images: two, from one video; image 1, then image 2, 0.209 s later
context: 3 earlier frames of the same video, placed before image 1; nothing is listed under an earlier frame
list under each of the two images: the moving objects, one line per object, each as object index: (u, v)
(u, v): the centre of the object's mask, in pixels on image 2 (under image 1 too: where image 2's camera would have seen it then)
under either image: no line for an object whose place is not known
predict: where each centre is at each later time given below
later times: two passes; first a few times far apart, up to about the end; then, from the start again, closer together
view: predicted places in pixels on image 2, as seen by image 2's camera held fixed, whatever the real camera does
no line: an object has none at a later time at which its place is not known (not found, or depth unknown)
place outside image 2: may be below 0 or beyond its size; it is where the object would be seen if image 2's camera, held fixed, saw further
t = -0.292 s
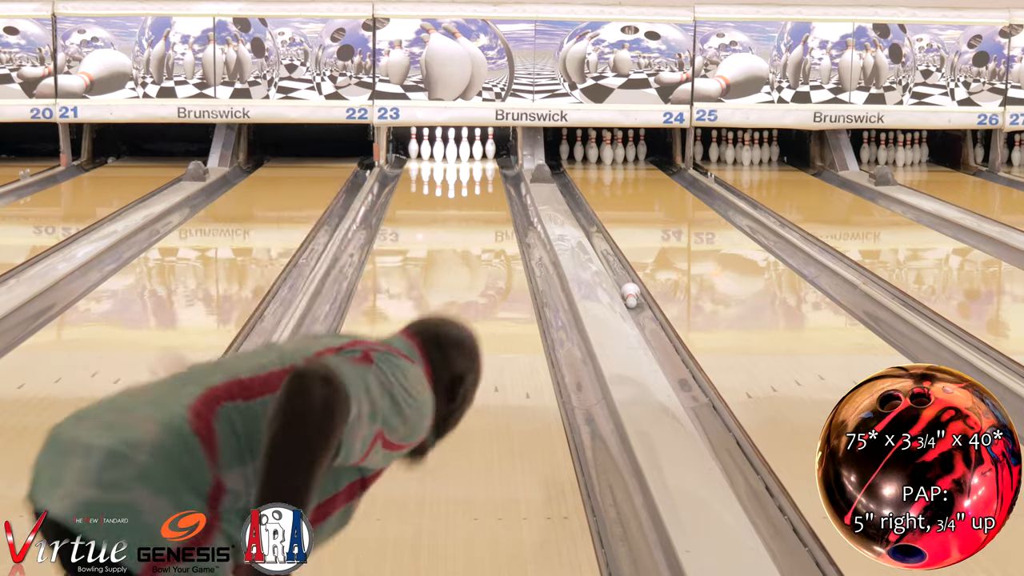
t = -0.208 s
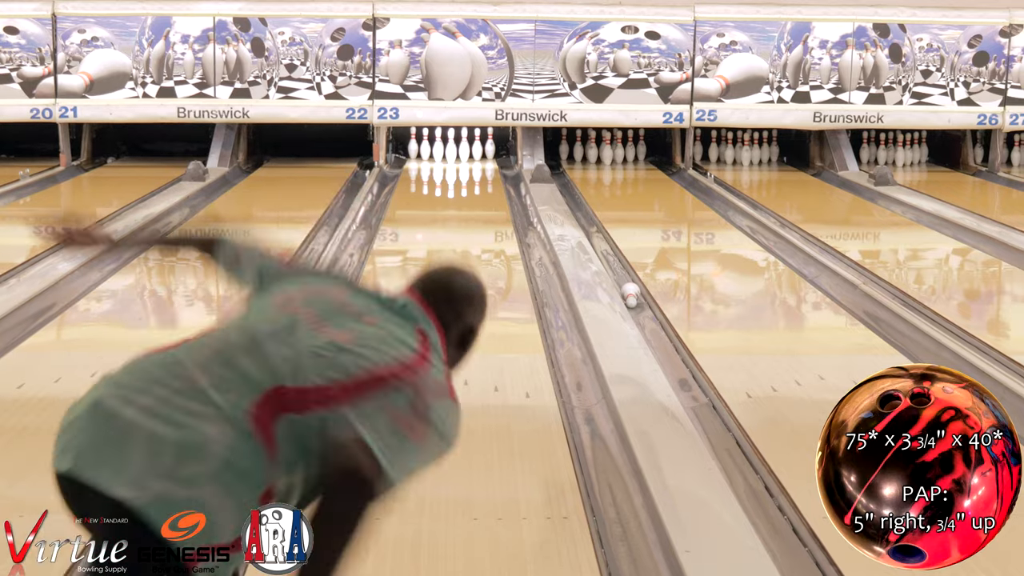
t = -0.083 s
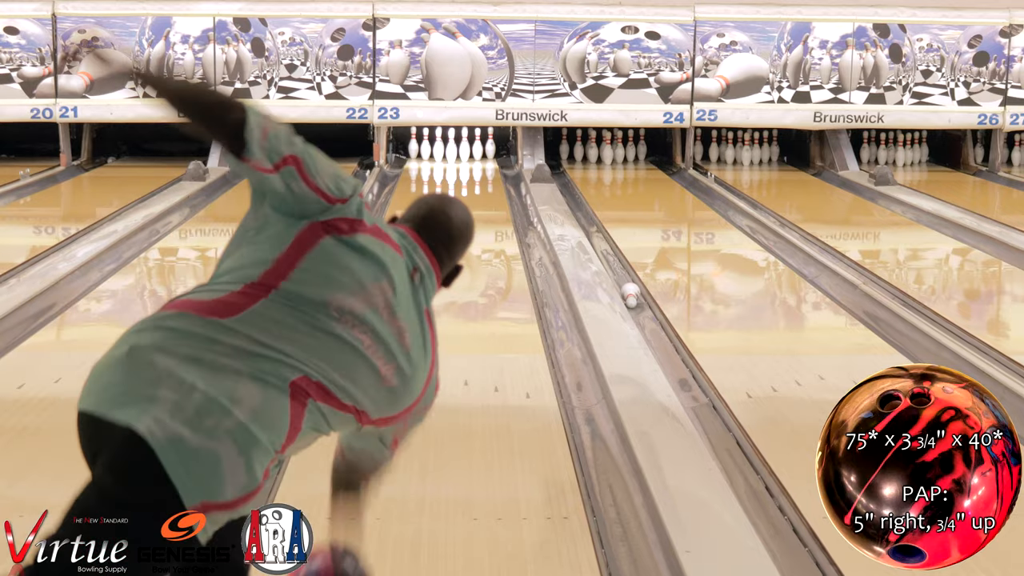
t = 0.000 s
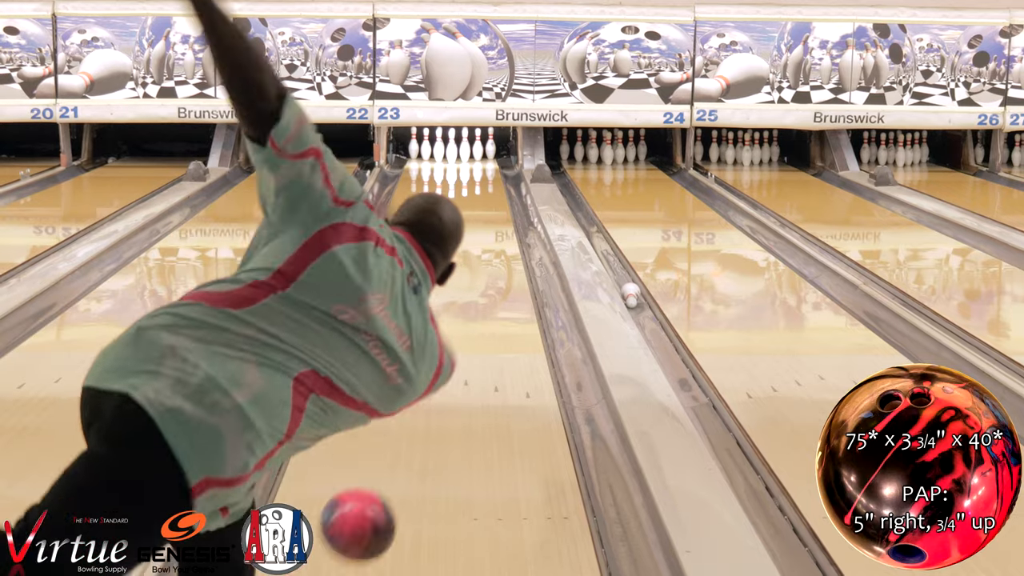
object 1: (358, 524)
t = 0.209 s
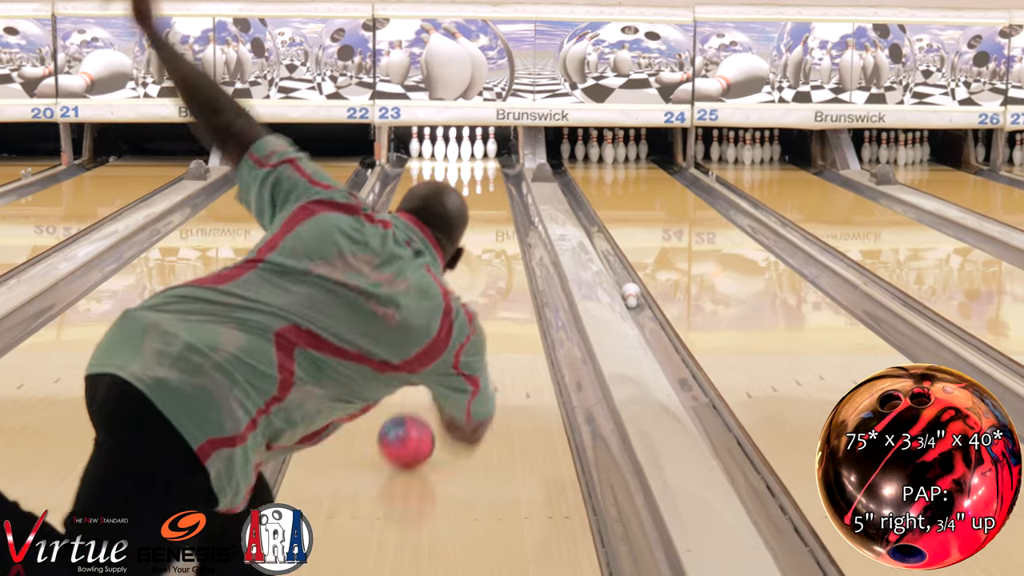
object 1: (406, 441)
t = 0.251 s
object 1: (408, 422)
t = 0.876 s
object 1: (468, 258)
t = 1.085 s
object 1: (475, 230)
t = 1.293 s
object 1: (480, 208)
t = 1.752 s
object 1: (478, 173)
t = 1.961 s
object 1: (468, 162)
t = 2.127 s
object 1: (460, 154)
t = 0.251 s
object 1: (408, 422)
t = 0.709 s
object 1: (465, 284)
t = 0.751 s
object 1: (464, 278)
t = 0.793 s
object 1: (464, 272)
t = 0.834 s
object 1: (466, 264)
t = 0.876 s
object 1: (468, 258)
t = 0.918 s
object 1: (469, 252)
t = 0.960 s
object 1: (471, 245)
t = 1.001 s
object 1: (472, 240)
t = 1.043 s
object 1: (474, 235)
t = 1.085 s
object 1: (475, 230)
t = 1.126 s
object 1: (477, 225)
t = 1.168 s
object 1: (478, 220)
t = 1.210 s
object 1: (479, 216)
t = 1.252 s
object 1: (480, 212)
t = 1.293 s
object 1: (480, 208)
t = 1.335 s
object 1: (481, 204)
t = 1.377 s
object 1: (482, 200)
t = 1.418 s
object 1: (483, 197)
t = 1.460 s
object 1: (483, 194)
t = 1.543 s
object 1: (484, 186)
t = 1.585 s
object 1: (483, 184)
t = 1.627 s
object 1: (482, 181)
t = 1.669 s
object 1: (481, 178)
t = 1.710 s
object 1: (480, 176)
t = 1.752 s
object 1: (478, 173)
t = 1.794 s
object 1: (476, 171)
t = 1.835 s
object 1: (475, 168)
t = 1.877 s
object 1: (473, 166)
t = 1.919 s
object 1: (471, 164)
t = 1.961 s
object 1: (468, 162)
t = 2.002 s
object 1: (466, 160)
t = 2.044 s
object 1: (463, 158)
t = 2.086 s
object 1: (460, 155)
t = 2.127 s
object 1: (460, 154)
